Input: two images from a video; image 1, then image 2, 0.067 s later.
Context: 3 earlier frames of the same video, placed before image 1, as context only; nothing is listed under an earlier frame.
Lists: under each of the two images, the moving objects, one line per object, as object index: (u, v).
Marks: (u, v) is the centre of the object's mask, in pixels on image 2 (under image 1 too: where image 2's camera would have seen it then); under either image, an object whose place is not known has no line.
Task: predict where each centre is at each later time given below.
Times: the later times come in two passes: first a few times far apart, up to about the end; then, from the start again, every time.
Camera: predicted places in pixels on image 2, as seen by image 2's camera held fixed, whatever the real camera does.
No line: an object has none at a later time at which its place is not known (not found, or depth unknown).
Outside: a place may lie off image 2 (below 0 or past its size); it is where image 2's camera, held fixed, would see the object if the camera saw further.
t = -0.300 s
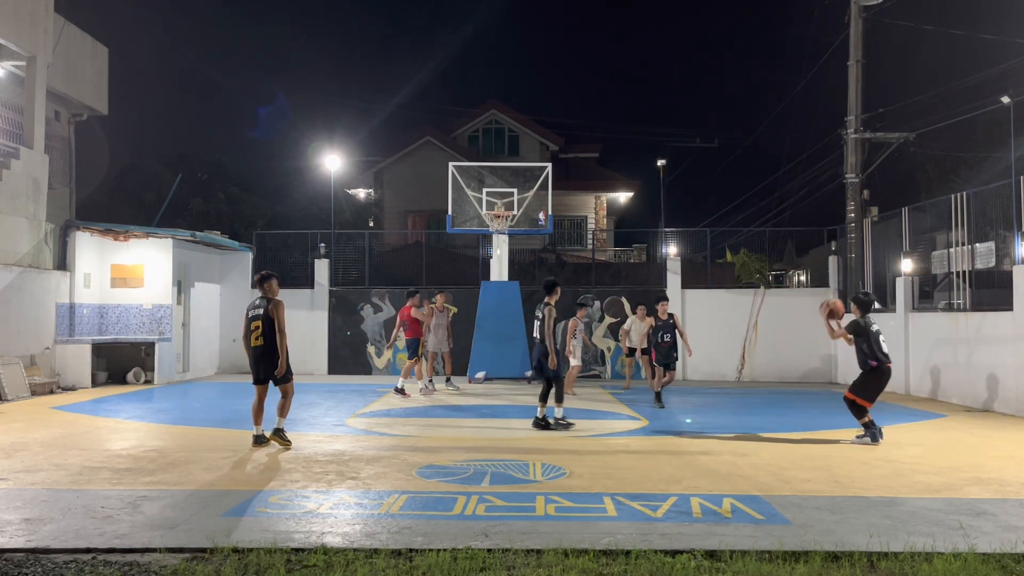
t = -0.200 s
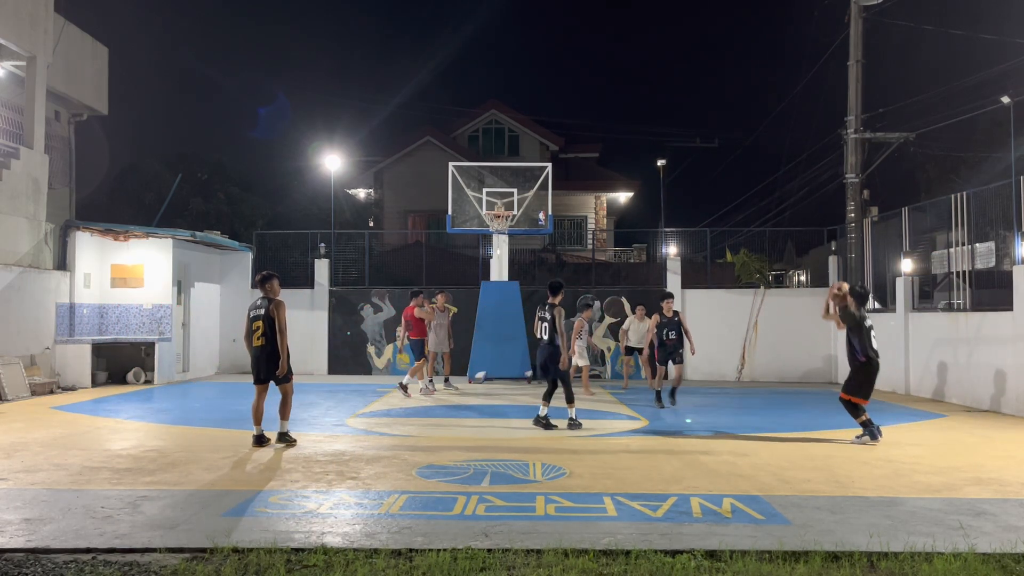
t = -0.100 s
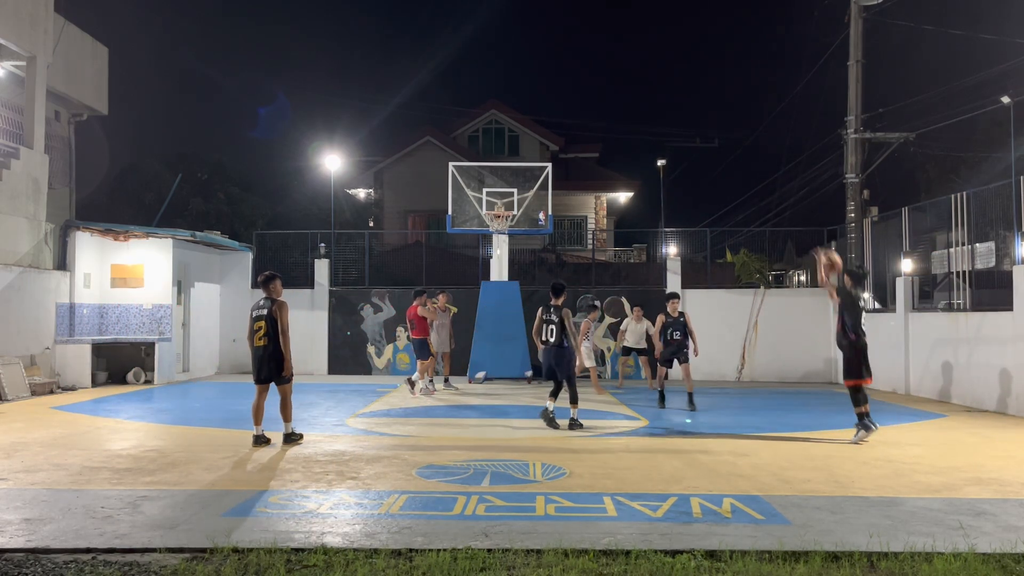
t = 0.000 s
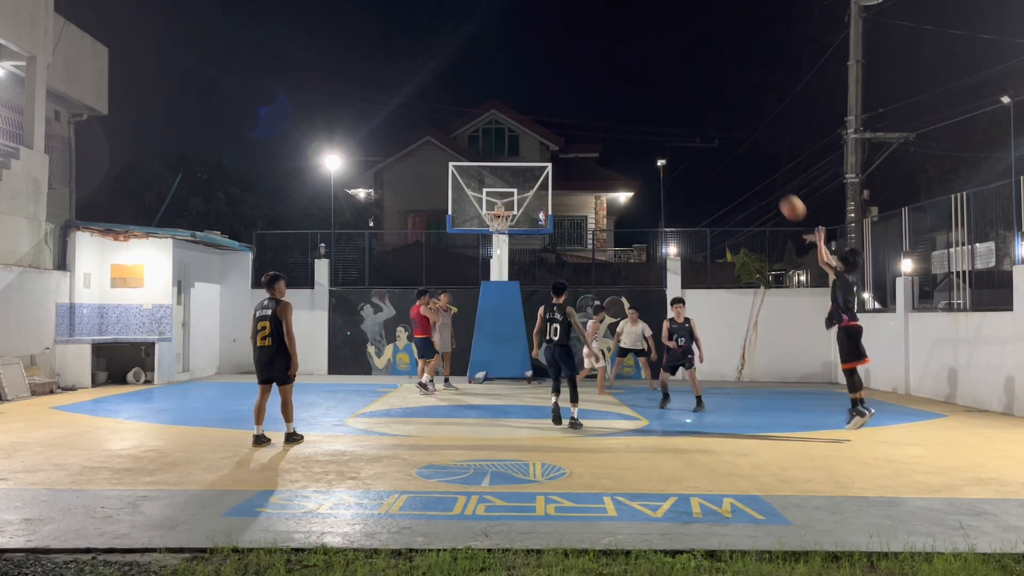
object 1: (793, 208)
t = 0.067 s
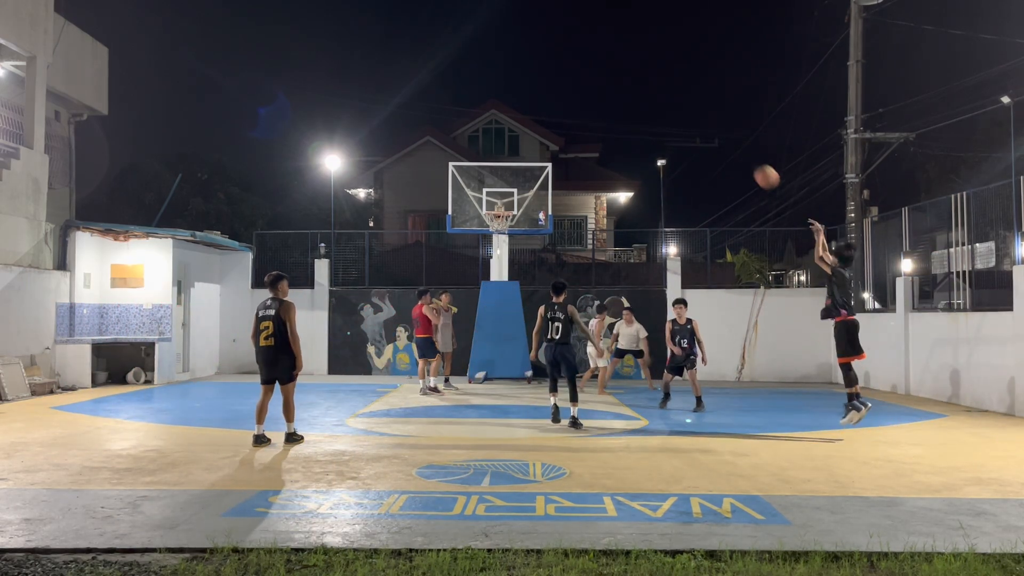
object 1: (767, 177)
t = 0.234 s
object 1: (709, 124)
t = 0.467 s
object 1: (643, 94)
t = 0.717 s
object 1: (586, 107)
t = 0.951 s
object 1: (542, 151)
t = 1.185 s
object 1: (508, 205)
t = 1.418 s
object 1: (510, 174)
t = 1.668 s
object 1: (514, 172)
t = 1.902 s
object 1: (517, 202)
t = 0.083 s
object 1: (760, 170)
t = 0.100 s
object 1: (754, 164)
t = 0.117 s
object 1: (748, 158)
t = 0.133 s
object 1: (742, 152)
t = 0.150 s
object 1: (736, 146)
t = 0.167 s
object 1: (731, 141)
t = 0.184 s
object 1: (725, 136)
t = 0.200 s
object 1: (720, 132)
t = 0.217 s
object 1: (714, 128)
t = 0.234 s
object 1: (709, 124)
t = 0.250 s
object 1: (704, 120)
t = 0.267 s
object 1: (699, 117)
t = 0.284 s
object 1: (694, 113)
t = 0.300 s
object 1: (689, 110)
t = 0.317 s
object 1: (684, 108)
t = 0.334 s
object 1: (679, 105)
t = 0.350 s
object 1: (674, 103)
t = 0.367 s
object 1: (670, 101)
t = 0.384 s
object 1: (665, 99)
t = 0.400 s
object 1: (661, 98)
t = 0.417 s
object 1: (656, 96)
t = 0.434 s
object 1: (652, 95)
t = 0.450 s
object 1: (647, 95)
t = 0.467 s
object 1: (643, 94)
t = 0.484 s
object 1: (639, 94)
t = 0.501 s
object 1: (635, 93)
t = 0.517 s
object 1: (631, 93)
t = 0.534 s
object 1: (627, 94)
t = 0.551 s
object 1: (623, 94)
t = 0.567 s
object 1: (619, 94)
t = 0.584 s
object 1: (615, 95)
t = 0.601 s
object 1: (611, 96)
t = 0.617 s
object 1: (608, 97)
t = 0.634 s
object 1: (604, 98)
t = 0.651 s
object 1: (600, 100)
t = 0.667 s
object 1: (597, 101)
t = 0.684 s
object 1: (593, 103)
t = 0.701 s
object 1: (589, 105)
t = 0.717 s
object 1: (586, 107)
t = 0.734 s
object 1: (583, 109)
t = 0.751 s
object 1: (579, 111)
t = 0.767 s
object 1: (576, 114)
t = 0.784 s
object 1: (572, 116)
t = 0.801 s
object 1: (569, 119)
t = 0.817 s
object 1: (566, 122)
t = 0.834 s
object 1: (563, 125)
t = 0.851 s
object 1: (560, 128)
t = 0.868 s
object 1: (557, 132)
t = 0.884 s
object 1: (554, 135)
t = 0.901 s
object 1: (551, 138)
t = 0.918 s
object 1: (548, 142)
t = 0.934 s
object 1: (545, 146)
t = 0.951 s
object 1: (542, 151)
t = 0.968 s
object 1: (538, 154)
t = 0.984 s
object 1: (535, 158)
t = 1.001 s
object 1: (533, 162)
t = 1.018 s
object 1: (530, 167)
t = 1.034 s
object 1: (528, 171)
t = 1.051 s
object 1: (525, 175)
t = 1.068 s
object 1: (522, 180)
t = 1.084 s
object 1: (520, 185)
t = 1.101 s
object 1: (517, 189)
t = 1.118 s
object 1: (514, 195)
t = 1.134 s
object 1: (511, 200)
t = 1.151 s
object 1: (509, 205)
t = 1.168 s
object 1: (508, 207)
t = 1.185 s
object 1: (508, 205)
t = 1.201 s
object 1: (508, 203)
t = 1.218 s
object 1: (507, 200)
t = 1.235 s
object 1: (508, 197)
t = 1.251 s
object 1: (508, 194)
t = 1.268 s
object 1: (508, 191)
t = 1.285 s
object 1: (508, 189)
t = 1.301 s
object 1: (508, 186)
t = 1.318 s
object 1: (509, 184)
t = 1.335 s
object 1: (509, 182)
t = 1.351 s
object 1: (509, 181)
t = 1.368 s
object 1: (509, 179)
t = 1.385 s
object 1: (510, 177)
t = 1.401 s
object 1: (510, 176)
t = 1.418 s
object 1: (510, 174)
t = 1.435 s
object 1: (510, 173)
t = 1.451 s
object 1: (511, 172)
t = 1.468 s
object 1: (511, 171)
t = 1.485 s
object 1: (511, 170)
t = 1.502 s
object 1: (511, 169)
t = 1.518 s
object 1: (512, 169)
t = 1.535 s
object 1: (512, 169)
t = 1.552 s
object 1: (512, 168)
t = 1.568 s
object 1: (512, 168)
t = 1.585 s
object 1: (512, 168)
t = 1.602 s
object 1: (513, 169)
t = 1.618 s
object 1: (513, 169)
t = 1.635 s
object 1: (513, 170)
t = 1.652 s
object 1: (513, 171)
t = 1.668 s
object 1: (514, 172)
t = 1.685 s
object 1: (514, 173)
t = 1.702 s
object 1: (514, 174)
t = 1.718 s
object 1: (514, 176)
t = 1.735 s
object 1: (514, 177)
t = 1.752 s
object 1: (515, 179)
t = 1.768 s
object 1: (515, 180)
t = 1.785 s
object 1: (515, 183)
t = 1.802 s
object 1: (515, 185)
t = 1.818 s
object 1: (516, 188)
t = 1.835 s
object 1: (516, 190)
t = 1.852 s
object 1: (517, 193)
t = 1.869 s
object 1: (516, 196)
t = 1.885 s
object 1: (517, 199)
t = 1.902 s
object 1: (517, 202)
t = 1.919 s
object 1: (517, 206)
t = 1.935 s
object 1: (517, 211)
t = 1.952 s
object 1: (517, 214)
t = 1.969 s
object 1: (518, 219)
